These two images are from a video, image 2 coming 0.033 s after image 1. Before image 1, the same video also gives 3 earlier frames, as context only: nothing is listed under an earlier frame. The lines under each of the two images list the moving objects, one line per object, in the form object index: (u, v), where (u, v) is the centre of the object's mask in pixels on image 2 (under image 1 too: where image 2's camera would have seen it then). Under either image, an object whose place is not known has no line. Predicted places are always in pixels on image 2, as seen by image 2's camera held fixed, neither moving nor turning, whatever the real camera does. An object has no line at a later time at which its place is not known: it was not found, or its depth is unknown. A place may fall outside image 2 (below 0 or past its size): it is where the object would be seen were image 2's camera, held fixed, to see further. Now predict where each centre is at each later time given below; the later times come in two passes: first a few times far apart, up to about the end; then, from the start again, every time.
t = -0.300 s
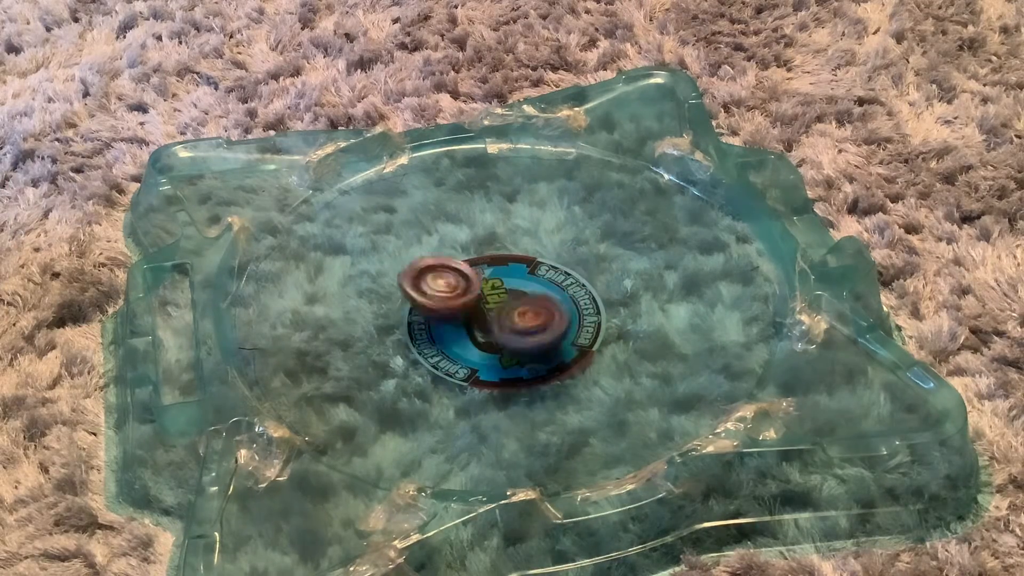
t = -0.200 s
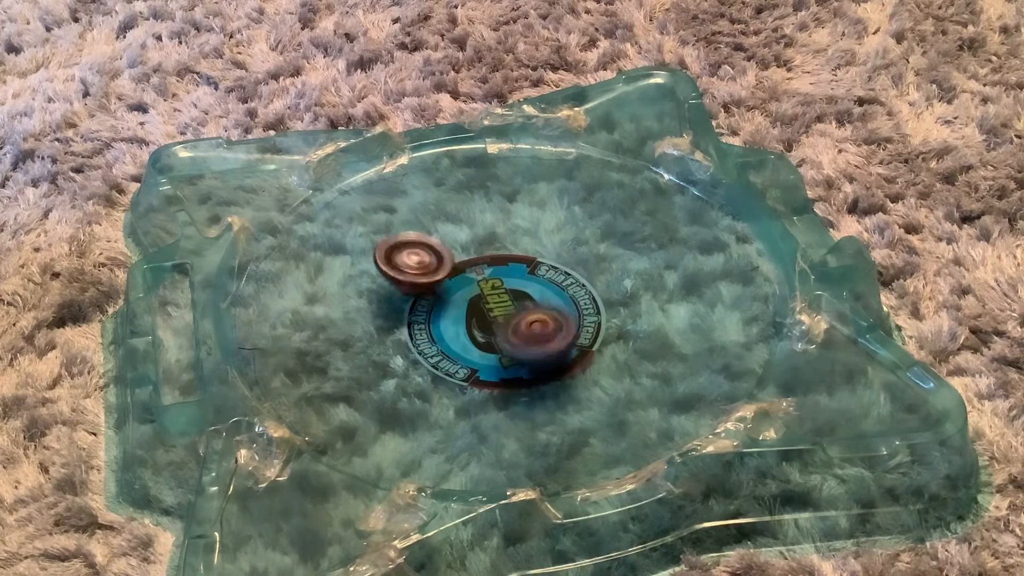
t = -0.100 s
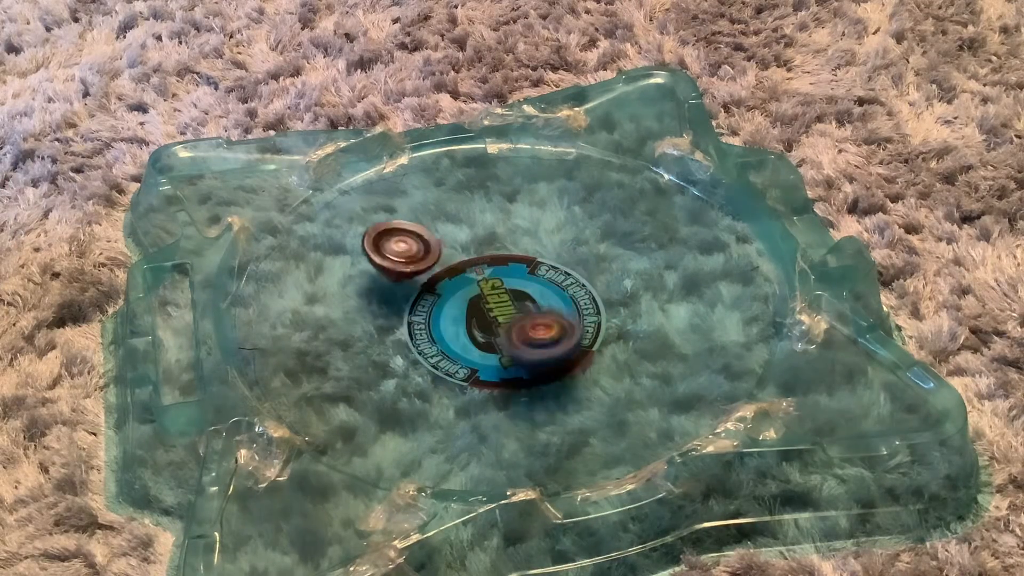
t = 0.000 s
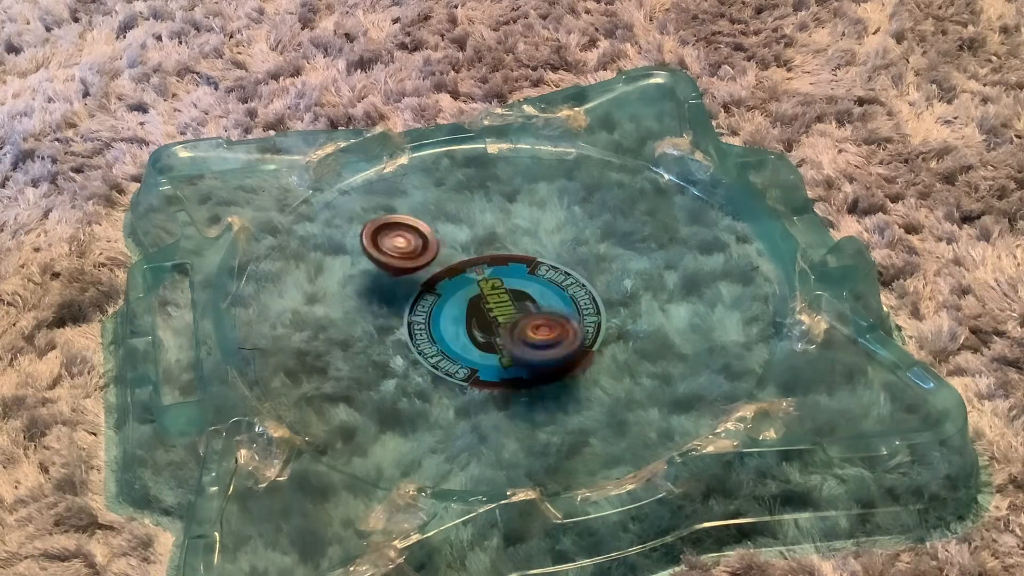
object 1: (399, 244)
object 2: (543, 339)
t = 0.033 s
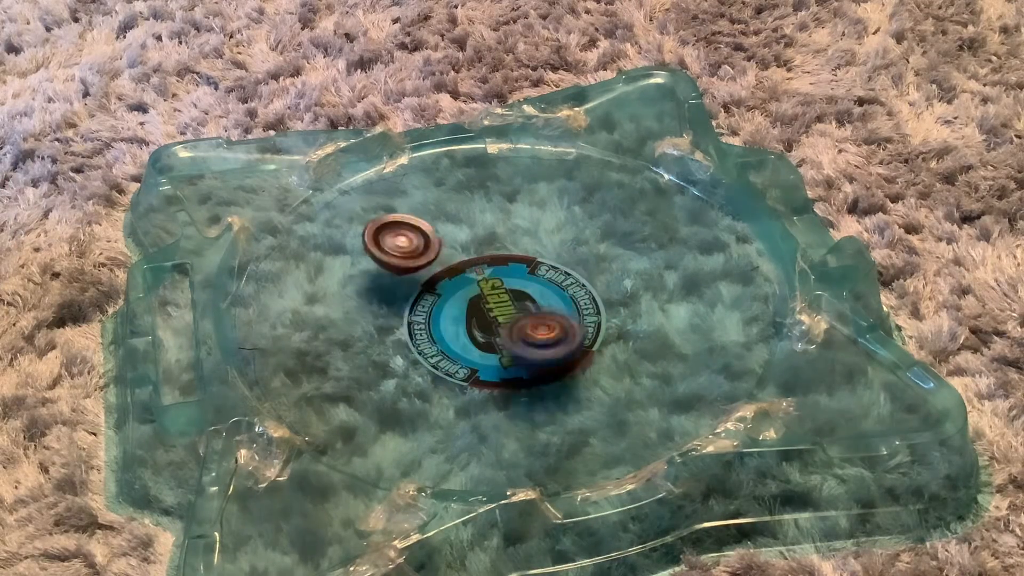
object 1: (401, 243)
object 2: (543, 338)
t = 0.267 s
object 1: (441, 241)
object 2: (525, 328)
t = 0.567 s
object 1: (512, 232)
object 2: (482, 311)
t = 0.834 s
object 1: (554, 234)
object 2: (442, 318)
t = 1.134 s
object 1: (581, 272)
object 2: (432, 319)
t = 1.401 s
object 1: (563, 318)
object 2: (452, 307)
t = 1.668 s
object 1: (533, 343)
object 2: (477, 284)
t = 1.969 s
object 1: (474, 329)
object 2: (494, 248)
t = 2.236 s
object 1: (421, 295)
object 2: (508, 244)
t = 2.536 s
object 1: (422, 260)
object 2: (522, 267)
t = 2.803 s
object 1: (458, 245)
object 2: (526, 304)
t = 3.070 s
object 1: (512, 249)
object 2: (519, 333)
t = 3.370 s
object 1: (567, 276)
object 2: (510, 339)
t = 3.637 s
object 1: (574, 311)
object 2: (486, 316)
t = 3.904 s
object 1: (532, 337)
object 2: (463, 282)
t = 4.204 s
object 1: (468, 331)
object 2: (456, 263)
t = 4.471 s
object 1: (426, 305)
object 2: (473, 258)
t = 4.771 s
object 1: (433, 270)
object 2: (520, 264)
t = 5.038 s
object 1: (467, 251)
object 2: (555, 287)
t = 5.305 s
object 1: (511, 255)
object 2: (561, 310)
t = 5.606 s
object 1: (542, 264)
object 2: (527, 340)
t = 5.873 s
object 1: (540, 278)
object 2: (490, 347)
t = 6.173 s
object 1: (549, 284)
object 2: (469, 319)
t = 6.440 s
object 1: (575, 280)
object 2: (489, 310)
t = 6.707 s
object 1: (624, 282)
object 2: (450, 317)
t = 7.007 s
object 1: (593, 304)
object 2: (460, 300)
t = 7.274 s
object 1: (552, 317)
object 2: (478, 301)
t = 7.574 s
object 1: (517, 311)
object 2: (466, 277)
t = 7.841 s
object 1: (500, 313)
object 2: (538, 251)
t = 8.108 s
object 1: (489, 293)
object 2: (542, 244)
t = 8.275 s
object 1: (495, 284)
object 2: (532, 236)
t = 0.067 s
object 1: (405, 243)
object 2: (542, 338)
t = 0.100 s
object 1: (409, 242)
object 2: (542, 337)
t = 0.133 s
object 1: (414, 242)
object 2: (541, 336)
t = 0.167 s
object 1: (420, 241)
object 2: (536, 334)
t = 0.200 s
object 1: (427, 241)
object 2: (532, 333)
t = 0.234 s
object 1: (433, 241)
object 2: (528, 331)
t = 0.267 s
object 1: (441, 241)
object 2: (525, 328)
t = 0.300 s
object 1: (449, 240)
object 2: (520, 325)
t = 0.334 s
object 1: (457, 240)
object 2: (514, 321)
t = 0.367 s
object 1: (465, 241)
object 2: (510, 319)
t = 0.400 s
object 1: (474, 241)
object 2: (507, 317)
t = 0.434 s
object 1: (481, 242)
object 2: (504, 316)
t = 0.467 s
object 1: (489, 243)
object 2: (497, 309)
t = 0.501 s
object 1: (497, 240)
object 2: (492, 308)
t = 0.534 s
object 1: (505, 235)
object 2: (488, 308)
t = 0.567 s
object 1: (512, 232)
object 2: (482, 311)
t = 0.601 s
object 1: (519, 230)
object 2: (478, 314)
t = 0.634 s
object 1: (524, 228)
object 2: (473, 314)
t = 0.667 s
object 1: (530, 227)
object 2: (466, 316)
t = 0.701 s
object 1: (535, 227)
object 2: (460, 320)
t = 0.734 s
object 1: (540, 227)
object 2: (455, 317)
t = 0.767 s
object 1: (545, 229)
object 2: (452, 320)
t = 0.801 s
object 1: (549, 231)
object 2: (446, 319)
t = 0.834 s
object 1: (554, 234)
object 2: (442, 318)
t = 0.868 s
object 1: (559, 236)
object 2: (438, 320)
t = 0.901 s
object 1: (563, 239)
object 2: (438, 321)
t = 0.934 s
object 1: (568, 243)
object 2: (435, 321)
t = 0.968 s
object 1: (572, 247)
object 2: (433, 321)
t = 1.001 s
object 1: (575, 251)
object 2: (433, 320)
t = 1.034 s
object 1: (578, 256)
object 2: (432, 320)
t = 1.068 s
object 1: (580, 261)
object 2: (431, 320)
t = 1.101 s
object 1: (581, 267)
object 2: (432, 319)
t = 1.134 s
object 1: (581, 272)
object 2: (432, 319)
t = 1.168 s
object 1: (580, 278)
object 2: (432, 318)
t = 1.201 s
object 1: (579, 284)
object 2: (434, 316)
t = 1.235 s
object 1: (577, 290)
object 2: (436, 315)
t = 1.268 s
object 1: (575, 296)
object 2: (439, 312)
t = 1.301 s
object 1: (572, 302)
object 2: (441, 311)
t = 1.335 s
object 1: (570, 307)
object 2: (445, 309)
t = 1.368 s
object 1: (567, 313)
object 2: (448, 307)
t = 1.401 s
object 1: (563, 318)
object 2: (452, 307)
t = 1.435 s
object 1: (559, 322)
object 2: (457, 304)
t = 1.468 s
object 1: (555, 325)
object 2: (459, 301)
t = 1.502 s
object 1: (550, 329)
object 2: (463, 301)
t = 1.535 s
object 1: (545, 331)
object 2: (470, 298)
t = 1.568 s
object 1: (539, 333)
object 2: (474, 297)
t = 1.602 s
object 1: (537, 337)
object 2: (474, 294)
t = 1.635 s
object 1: (534, 341)
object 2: (477, 291)
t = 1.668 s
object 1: (533, 343)
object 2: (477, 284)
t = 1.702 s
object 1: (529, 344)
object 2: (480, 280)
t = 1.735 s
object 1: (525, 344)
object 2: (481, 275)
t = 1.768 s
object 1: (519, 343)
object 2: (481, 269)
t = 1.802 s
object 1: (512, 342)
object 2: (483, 266)
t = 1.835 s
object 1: (506, 340)
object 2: (486, 261)
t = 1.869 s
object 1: (500, 338)
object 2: (488, 258)
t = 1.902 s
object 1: (491, 336)
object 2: (490, 254)
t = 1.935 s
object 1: (483, 333)
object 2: (493, 252)
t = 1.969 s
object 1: (474, 329)
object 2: (494, 248)
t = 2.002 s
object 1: (467, 325)
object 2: (496, 246)
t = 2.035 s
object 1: (459, 322)
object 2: (498, 244)
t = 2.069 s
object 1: (452, 317)
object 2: (499, 243)
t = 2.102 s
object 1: (444, 312)
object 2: (501, 242)
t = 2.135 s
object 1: (437, 308)
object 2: (503, 243)
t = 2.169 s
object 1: (431, 303)
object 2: (504, 244)
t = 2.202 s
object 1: (426, 299)
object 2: (506, 244)
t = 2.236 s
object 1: (421, 295)
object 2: (508, 244)
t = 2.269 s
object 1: (417, 291)
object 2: (509, 245)
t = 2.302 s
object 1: (414, 286)
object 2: (511, 246)
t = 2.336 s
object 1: (412, 283)
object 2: (511, 247)
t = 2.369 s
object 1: (411, 278)
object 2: (513, 250)
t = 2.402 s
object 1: (412, 275)
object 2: (516, 251)
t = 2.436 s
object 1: (414, 271)
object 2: (516, 255)
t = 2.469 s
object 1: (416, 267)
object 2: (517, 258)
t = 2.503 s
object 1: (419, 263)
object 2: (518, 260)
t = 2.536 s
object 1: (422, 260)
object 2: (522, 267)
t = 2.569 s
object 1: (425, 257)
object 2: (523, 271)
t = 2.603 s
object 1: (429, 255)
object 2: (524, 276)
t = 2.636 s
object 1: (433, 252)
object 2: (526, 279)
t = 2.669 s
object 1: (438, 251)
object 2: (528, 285)
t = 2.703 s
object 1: (442, 249)
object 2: (526, 288)
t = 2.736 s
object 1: (448, 248)
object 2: (528, 294)
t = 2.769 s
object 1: (453, 246)
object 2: (526, 301)
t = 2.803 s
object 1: (458, 245)
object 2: (526, 304)
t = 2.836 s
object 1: (464, 245)
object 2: (527, 308)
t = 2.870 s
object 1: (470, 244)
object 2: (526, 312)
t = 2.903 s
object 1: (476, 244)
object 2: (525, 318)
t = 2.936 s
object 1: (482, 244)
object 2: (524, 321)
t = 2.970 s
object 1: (489, 245)
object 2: (522, 324)
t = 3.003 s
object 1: (497, 246)
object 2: (523, 329)
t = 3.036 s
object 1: (504, 248)
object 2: (522, 331)
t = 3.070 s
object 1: (512, 249)
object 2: (519, 333)
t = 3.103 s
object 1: (519, 251)
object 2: (520, 336)
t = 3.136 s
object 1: (525, 254)
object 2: (519, 337)
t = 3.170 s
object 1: (531, 257)
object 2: (518, 341)
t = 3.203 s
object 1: (538, 260)
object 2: (518, 340)
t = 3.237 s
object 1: (544, 263)
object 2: (517, 339)
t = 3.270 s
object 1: (551, 266)
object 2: (515, 342)
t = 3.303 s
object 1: (557, 269)
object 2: (514, 342)
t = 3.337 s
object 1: (563, 273)
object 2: (511, 342)
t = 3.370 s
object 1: (567, 276)
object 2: (510, 339)
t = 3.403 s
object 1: (571, 280)
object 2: (508, 338)
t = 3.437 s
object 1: (574, 283)
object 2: (505, 335)
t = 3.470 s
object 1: (576, 288)
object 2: (504, 333)
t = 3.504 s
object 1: (577, 291)
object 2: (500, 330)
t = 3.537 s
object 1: (577, 296)
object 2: (500, 328)
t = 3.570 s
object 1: (577, 301)
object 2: (495, 322)
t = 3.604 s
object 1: (576, 306)
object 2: (492, 320)
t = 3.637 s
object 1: (574, 311)
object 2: (486, 316)
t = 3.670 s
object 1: (572, 314)
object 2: (481, 311)
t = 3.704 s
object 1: (569, 319)
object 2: (479, 308)
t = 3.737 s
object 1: (565, 322)
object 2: (475, 303)
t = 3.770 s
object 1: (560, 326)
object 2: (471, 298)
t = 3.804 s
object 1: (553, 330)
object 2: (469, 295)
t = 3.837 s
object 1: (547, 332)
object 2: (467, 289)
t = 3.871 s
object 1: (540, 335)
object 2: (465, 286)
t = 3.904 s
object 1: (532, 337)
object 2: (463, 282)
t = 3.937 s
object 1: (526, 337)
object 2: (460, 279)
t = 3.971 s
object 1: (519, 338)
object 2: (458, 274)
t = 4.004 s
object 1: (512, 338)
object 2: (457, 271)
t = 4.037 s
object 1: (505, 339)
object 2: (457, 269)
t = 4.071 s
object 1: (497, 338)
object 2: (456, 267)
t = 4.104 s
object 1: (489, 337)
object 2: (455, 266)
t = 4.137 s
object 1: (482, 335)
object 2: (456, 265)
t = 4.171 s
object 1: (474, 334)
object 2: (455, 265)
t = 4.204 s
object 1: (468, 331)
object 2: (456, 263)
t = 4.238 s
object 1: (462, 328)
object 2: (457, 264)
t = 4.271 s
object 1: (456, 326)
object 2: (457, 263)
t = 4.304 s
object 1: (450, 322)
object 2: (460, 258)
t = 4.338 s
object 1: (444, 318)
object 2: (460, 258)
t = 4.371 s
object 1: (439, 314)
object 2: (463, 258)
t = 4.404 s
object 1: (434, 310)
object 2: (464, 260)
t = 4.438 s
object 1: (430, 307)
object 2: (467, 260)
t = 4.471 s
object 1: (426, 305)
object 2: (473, 258)
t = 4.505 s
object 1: (423, 302)
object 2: (476, 258)
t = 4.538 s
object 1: (421, 299)
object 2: (481, 258)
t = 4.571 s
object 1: (420, 294)
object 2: (487, 258)
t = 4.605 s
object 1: (420, 290)
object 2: (492, 258)
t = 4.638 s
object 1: (421, 286)
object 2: (497, 258)
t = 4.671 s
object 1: (422, 282)
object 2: (505, 258)
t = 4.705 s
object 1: (426, 279)
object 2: (508, 259)
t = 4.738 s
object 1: (429, 275)
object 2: (513, 262)
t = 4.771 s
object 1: (433, 270)
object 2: (520, 264)
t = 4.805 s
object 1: (437, 267)
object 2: (525, 267)
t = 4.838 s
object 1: (439, 263)
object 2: (530, 268)
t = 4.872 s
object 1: (444, 261)
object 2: (535, 272)
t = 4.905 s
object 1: (448, 259)
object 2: (539, 275)
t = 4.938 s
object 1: (454, 257)
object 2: (544, 279)
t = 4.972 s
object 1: (458, 255)
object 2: (548, 281)
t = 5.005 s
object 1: (463, 253)
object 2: (551, 284)
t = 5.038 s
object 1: (467, 251)
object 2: (555, 287)
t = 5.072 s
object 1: (472, 250)
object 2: (557, 290)
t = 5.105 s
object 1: (477, 249)
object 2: (559, 293)
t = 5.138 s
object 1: (483, 250)
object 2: (562, 297)
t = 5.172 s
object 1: (489, 250)
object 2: (563, 301)
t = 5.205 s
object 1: (495, 251)
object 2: (564, 303)
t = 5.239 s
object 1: (500, 252)
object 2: (564, 308)
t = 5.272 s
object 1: (505, 253)
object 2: (563, 309)
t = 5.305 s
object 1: (511, 255)
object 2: (561, 310)
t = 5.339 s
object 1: (516, 258)
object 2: (559, 314)
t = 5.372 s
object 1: (521, 260)
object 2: (557, 315)
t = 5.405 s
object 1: (525, 260)
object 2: (554, 318)
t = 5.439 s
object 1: (528, 261)
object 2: (550, 319)
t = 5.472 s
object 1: (531, 262)
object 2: (548, 321)
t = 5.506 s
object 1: (534, 264)
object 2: (545, 323)
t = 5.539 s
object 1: (536, 266)
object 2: (540, 326)
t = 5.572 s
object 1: (539, 267)
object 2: (533, 335)
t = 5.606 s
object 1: (542, 264)
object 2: (527, 340)
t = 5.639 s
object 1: (543, 263)
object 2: (522, 344)
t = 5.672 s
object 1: (544, 263)
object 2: (518, 345)
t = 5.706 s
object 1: (544, 265)
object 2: (514, 347)
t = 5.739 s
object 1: (544, 266)
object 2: (508, 347)
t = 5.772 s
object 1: (543, 269)
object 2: (503, 349)
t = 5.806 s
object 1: (542, 272)
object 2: (497, 348)
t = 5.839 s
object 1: (541, 275)
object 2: (494, 348)
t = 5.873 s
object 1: (540, 278)
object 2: (490, 347)
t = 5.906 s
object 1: (538, 281)
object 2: (488, 344)
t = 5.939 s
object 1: (537, 283)
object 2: (482, 339)
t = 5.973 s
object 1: (536, 285)
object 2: (482, 336)
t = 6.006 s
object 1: (542, 284)
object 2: (472, 334)
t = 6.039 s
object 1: (547, 284)
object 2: (467, 331)
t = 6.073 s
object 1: (549, 283)
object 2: (464, 328)
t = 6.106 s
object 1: (549, 283)
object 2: (464, 326)
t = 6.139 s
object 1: (549, 283)
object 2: (465, 320)
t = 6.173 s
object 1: (549, 284)
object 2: (469, 319)
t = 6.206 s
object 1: (552, 284)
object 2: (468, 319)
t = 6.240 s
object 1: (560, 282)
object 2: (466, 317)
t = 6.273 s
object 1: (565, 280)
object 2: (463, 310)
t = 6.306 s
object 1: (569, 280)
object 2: (466, 308)
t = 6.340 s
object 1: (572, 279)
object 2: (472, 306)
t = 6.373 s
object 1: (573, 279)
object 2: (479, 307)
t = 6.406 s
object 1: (574, 279)
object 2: (485, 308)
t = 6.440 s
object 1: (575, 280)
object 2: (489, 310)
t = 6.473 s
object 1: (575, 280)
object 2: (492, 312)
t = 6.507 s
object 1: (574, 281)
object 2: (495, 314)
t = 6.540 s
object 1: (580, 283)
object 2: (494, 315)
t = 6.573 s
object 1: (597, 282)
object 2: (485, 317)
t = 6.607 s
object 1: (609, 281)
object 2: (474, 318)
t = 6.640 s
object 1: (618, 282)
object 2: (464, 320)
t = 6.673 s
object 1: (623, 281)
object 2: (457, 320)
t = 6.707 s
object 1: (624, 282)
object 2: (450, 317)
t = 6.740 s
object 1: (624, 283)
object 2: (448, 315)
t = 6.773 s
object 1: (624, 285)
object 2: (447, 314)
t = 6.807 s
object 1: (621, 287)
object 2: (446, 311)
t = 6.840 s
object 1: (619, 290)
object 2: (446, 309)
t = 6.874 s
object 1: (616, 293)
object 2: (449, 306)
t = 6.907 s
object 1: (611, 295)
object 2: (451, 303)
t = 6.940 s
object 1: (605, 299)
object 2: (453, 302)
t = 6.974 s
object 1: (601, 302)
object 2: (457, 302)
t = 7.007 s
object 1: (593, 304)
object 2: (460, 300)
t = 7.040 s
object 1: (587, 307)
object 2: (465, 299)
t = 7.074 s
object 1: (581, 309)
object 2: (468, 301)
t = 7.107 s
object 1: (573, 311)
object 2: (472, 302)
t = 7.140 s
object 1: (566, 313)
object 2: (477, 301)
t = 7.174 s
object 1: (564, 314)
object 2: (477, 302)
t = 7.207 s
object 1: (559, 316)
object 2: (478, 301)
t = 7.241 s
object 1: (555, 316)
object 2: (479, 301)
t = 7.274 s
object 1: (552, 317)
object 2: (478, 301)
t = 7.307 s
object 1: (550, 318)
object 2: (471, 299)
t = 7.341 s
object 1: (547, 319)
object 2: (467, 294)
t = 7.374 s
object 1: (544, 319)
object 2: (465, 292)
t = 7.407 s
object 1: (539, 317)
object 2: (466, 292)
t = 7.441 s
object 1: (533, 316)
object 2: (463, 287)
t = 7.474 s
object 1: (530, 315)
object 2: (464, 284)
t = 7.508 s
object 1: (525, 314)
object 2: (464, 283)
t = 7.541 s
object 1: (521, 312)
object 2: (463, 277)
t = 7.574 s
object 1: (517, 311)
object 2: (466, 277)
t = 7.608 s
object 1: (513, 310)
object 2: (469, 271)
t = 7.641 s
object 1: (511, 313)
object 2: (480, 266)
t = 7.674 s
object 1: (508, 315)
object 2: (490, 262)
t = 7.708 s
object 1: (505, 314)
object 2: (501, 259)
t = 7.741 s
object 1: (503, 316)
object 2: (513, 259)
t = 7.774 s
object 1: (502, 314)
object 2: (521, 257)
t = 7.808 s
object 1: (501, 314)
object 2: (529, 255)
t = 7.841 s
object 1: (500, 313)
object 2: (538, 251)
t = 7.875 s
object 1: (493, 308)
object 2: (545, 248)
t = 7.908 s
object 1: (493, 306)
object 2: (549, 245)
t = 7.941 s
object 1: (491, 304)
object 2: (550, 243)
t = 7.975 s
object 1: (490, 302)
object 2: (550, 242)
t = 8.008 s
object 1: (489, 299)
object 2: (549, 242)
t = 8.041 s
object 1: (488, 297)
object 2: (548, 243)
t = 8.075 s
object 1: (489, 295)
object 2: (545, 244)
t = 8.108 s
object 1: (489, 293)
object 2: (542, 244)
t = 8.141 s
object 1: (490, 291)
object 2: (540, 242)
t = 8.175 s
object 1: (491, 288)
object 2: (538, 240)
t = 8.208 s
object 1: (492, 287)
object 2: (535, 239)
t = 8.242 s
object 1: (494, 285)
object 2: (533, 237)
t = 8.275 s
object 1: (495, 284)
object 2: (532, 236)
